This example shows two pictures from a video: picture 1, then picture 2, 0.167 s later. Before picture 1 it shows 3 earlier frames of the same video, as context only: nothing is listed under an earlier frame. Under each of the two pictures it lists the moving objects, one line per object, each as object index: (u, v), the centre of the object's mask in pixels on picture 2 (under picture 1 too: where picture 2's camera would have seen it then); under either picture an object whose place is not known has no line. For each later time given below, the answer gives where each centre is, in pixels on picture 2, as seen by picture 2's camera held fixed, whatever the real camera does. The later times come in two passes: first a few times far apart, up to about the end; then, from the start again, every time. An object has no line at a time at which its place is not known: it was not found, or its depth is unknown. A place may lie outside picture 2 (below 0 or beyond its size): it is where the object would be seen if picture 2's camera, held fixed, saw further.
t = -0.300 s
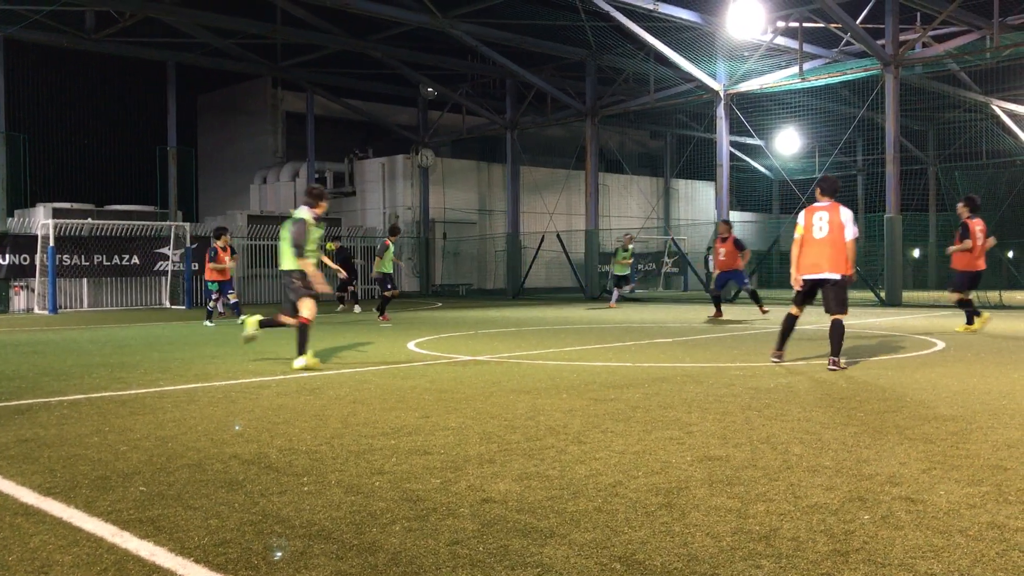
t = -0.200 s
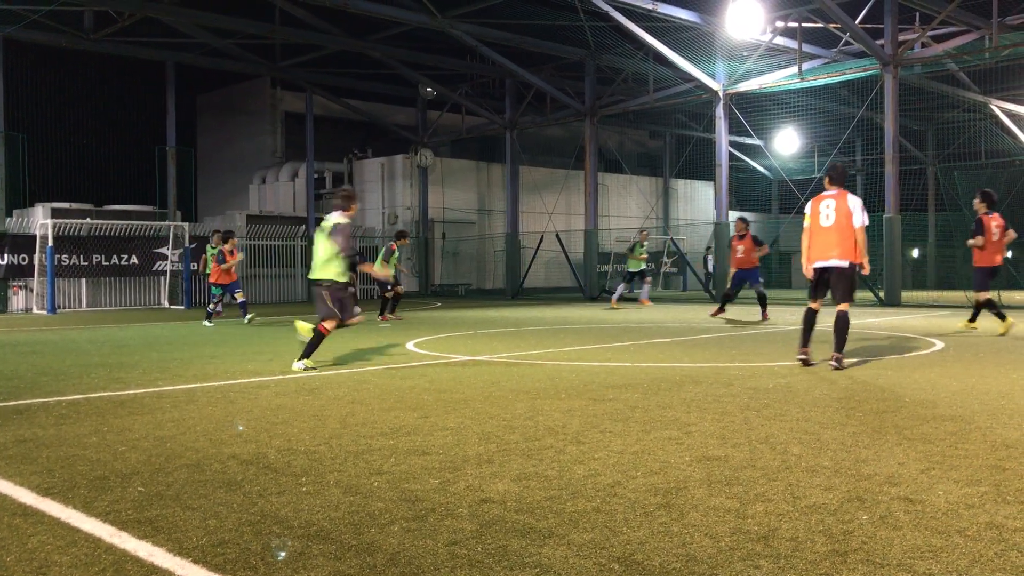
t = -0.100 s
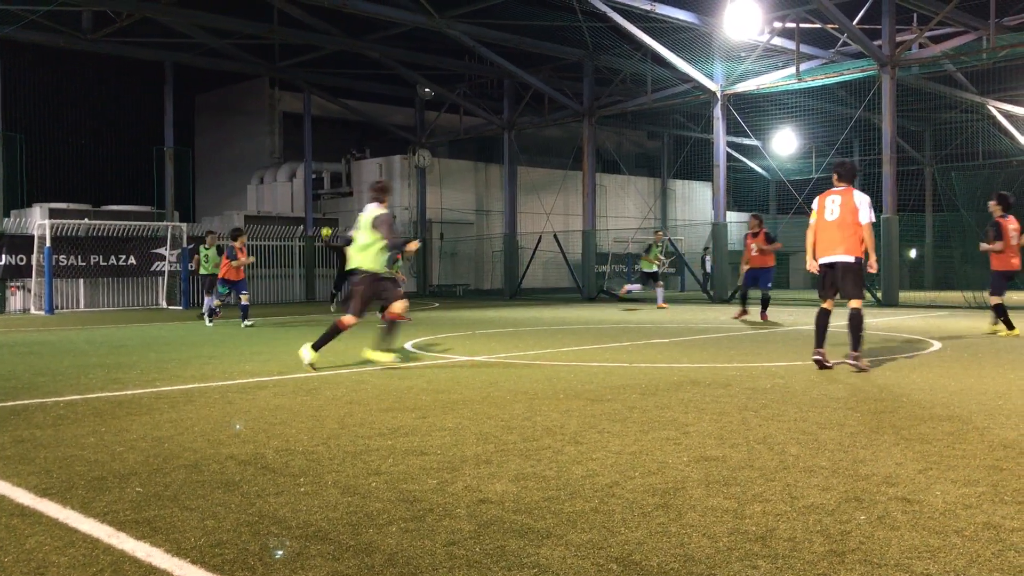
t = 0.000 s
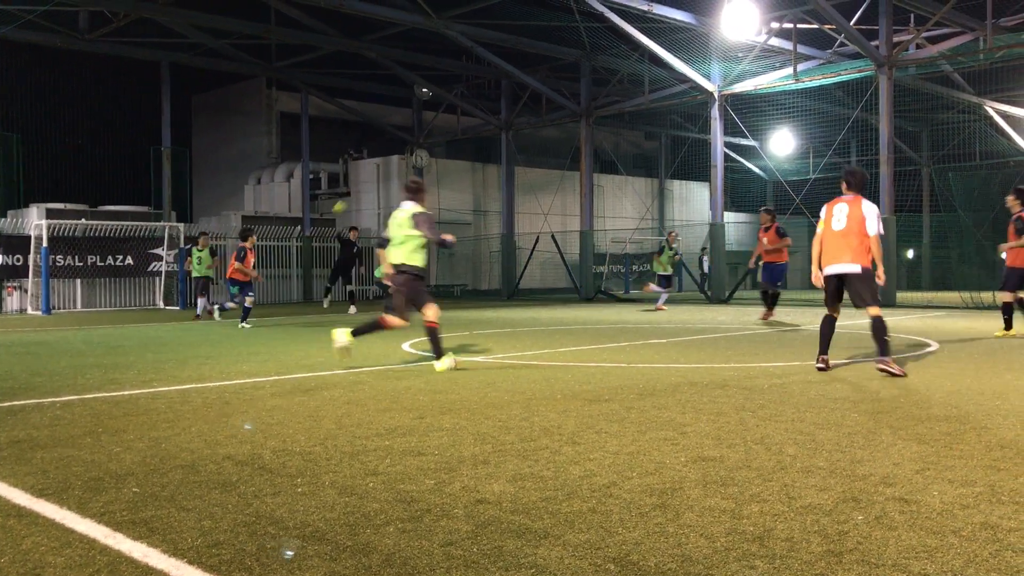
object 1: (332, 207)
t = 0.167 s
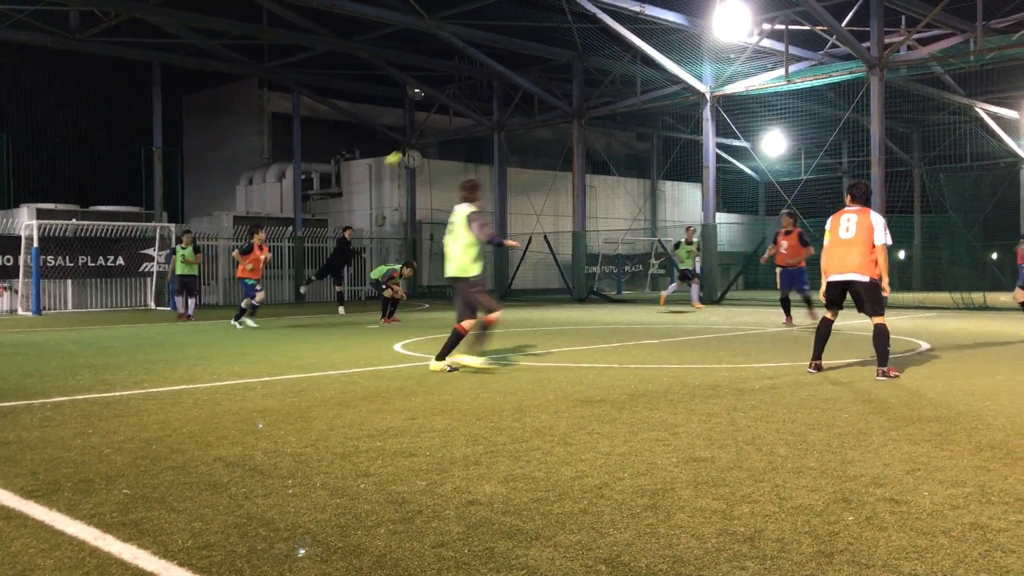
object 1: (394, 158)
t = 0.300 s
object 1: (449, 122)
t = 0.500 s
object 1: (552, 77)
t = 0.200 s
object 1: (407, 149)
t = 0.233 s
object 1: (420, 140)
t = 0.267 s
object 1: (435, 132)
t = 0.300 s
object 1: (449, 122)
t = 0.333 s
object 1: (465, 115)
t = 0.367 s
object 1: (481, 107)
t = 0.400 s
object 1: (498, 99)
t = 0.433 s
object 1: (515, 91)
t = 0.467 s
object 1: (533, 84)
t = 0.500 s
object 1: (552, 77)
